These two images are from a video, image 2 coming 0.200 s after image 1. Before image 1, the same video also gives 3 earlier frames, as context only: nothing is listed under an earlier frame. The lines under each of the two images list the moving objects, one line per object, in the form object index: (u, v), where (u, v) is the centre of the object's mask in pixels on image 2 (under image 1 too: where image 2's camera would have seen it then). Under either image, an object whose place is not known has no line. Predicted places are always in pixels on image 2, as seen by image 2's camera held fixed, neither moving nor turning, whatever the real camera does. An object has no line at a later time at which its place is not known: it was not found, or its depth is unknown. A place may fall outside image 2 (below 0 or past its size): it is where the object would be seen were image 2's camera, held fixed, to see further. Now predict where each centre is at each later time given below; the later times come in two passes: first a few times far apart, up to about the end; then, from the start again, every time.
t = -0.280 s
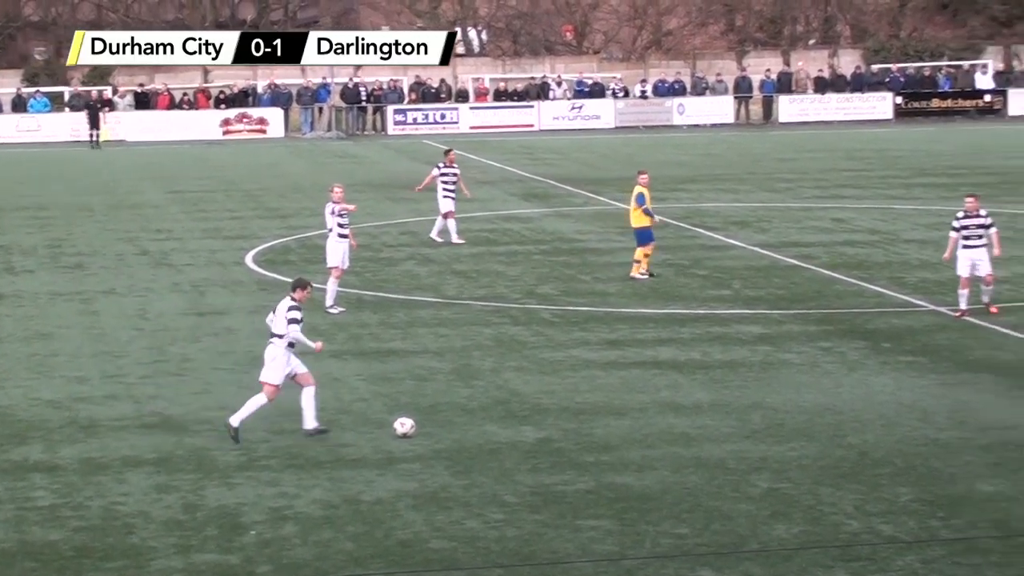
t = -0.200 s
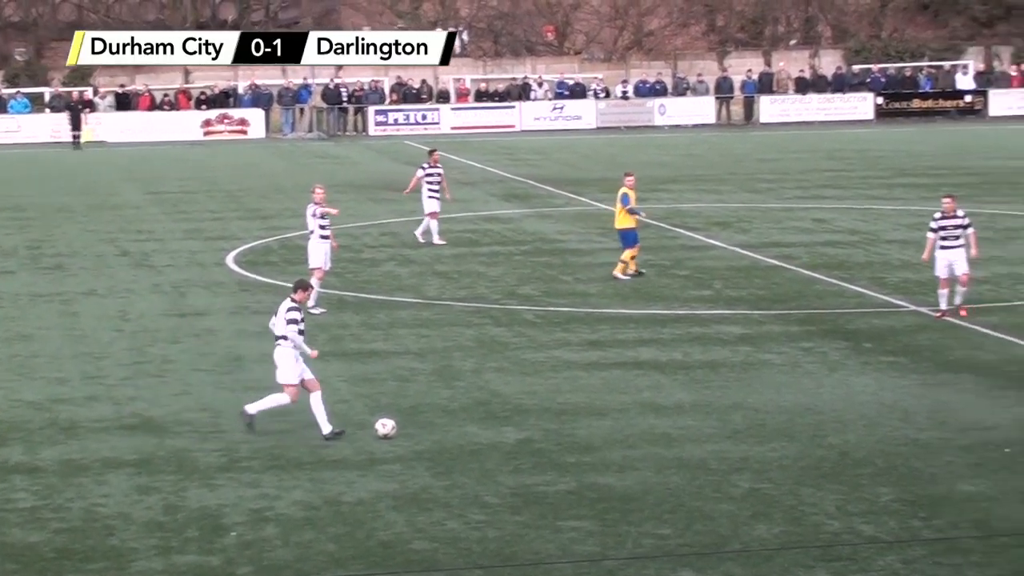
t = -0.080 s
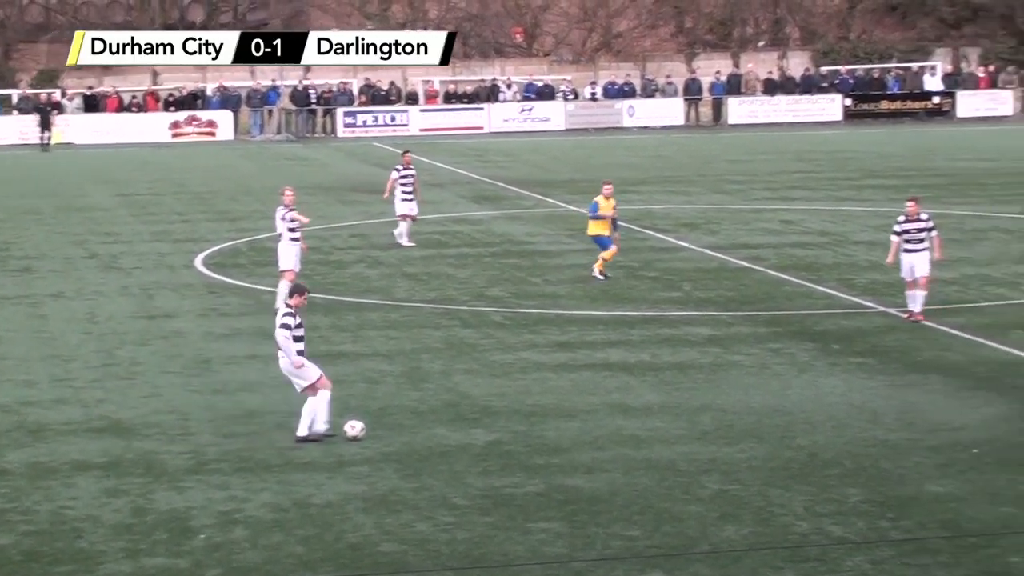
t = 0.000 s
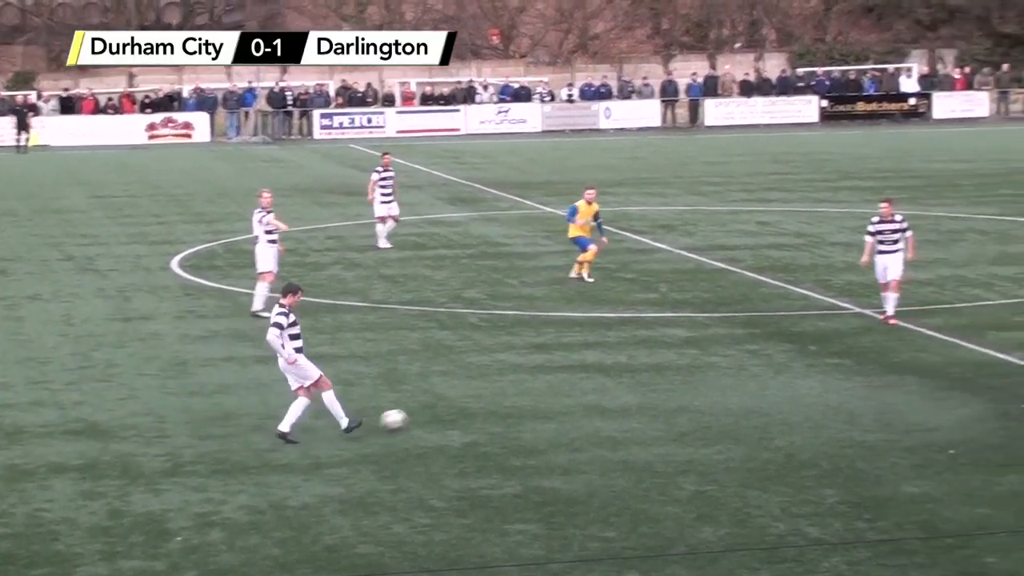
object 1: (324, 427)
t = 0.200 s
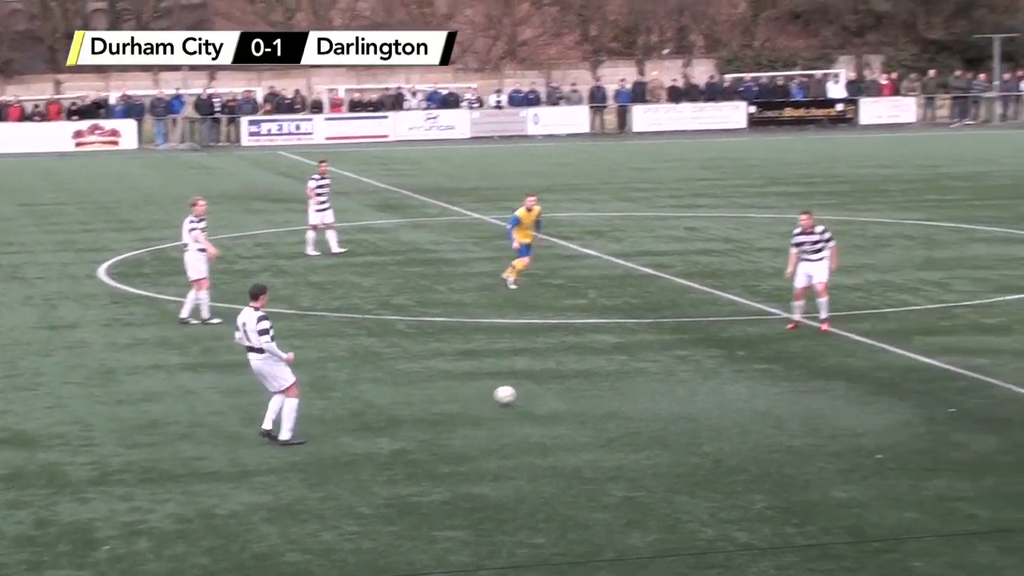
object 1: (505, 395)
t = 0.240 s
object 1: (536, 391)
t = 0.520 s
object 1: (713, 361)
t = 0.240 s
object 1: (536, 391)
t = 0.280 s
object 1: (565, 385)
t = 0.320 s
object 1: (590, 381)
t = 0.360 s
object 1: (617, 377)
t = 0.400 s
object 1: (643, 374)
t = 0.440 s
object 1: (667, 369)
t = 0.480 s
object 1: (691, 364)
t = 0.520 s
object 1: (713, 361)
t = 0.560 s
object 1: (735, 356)
